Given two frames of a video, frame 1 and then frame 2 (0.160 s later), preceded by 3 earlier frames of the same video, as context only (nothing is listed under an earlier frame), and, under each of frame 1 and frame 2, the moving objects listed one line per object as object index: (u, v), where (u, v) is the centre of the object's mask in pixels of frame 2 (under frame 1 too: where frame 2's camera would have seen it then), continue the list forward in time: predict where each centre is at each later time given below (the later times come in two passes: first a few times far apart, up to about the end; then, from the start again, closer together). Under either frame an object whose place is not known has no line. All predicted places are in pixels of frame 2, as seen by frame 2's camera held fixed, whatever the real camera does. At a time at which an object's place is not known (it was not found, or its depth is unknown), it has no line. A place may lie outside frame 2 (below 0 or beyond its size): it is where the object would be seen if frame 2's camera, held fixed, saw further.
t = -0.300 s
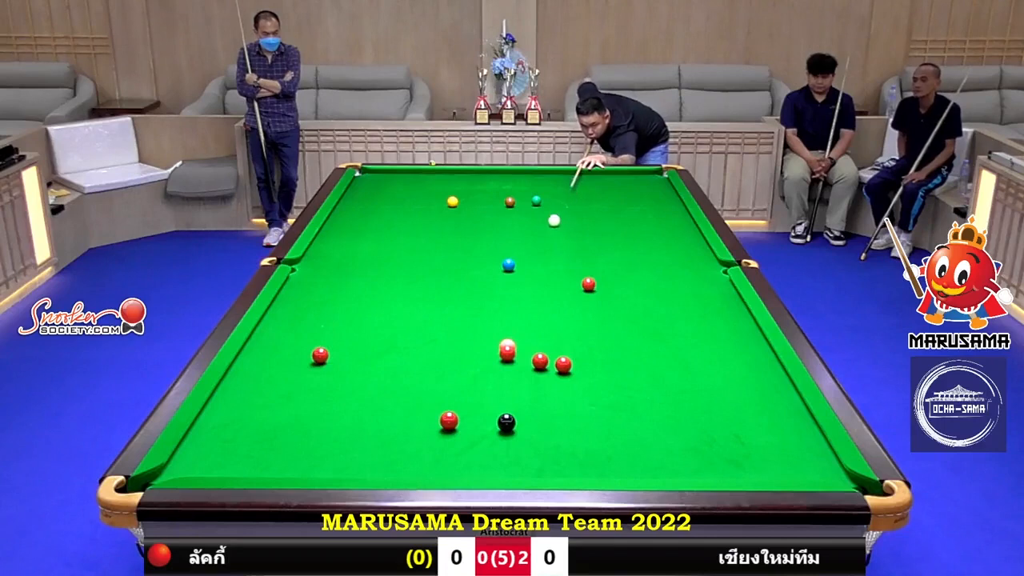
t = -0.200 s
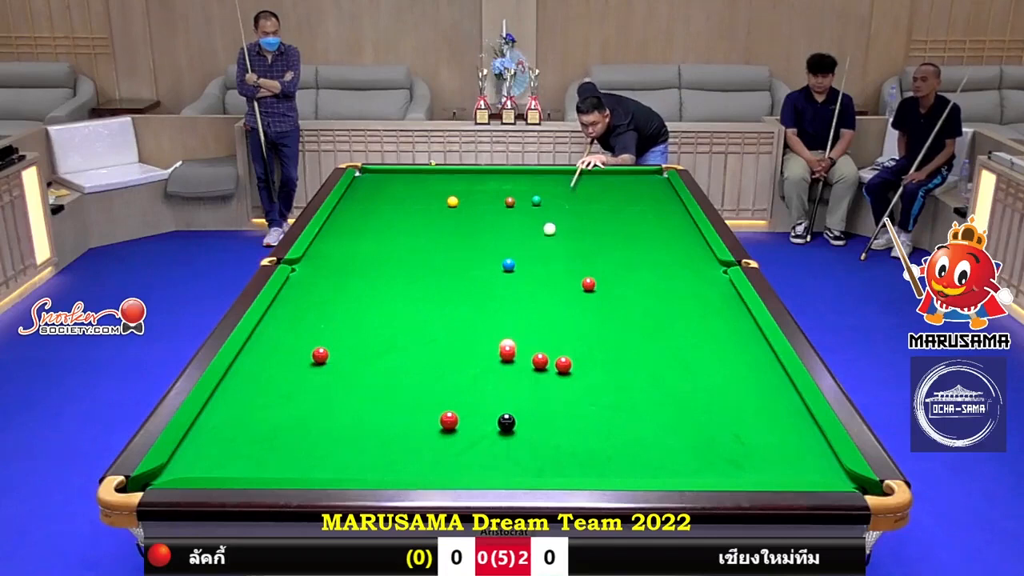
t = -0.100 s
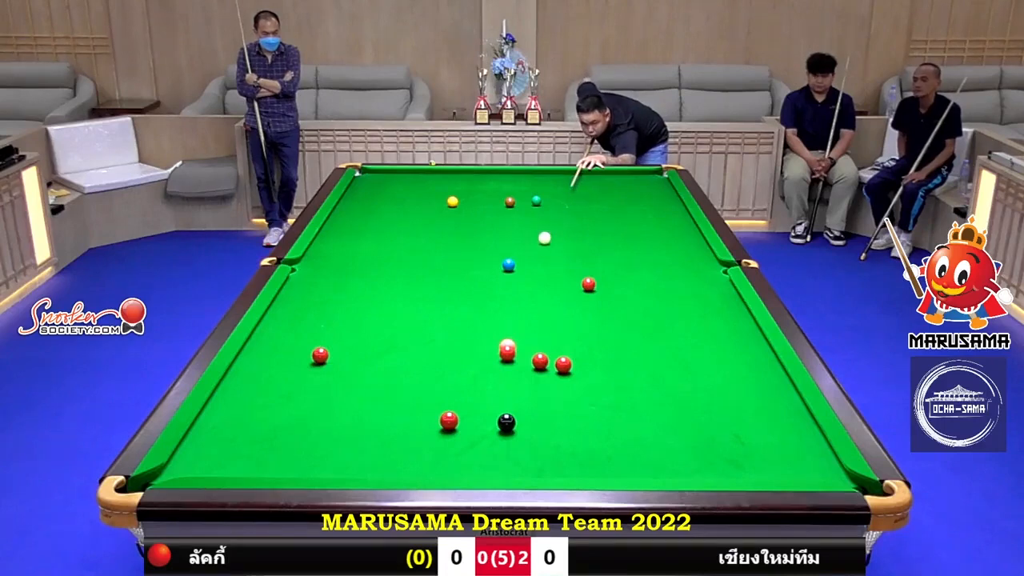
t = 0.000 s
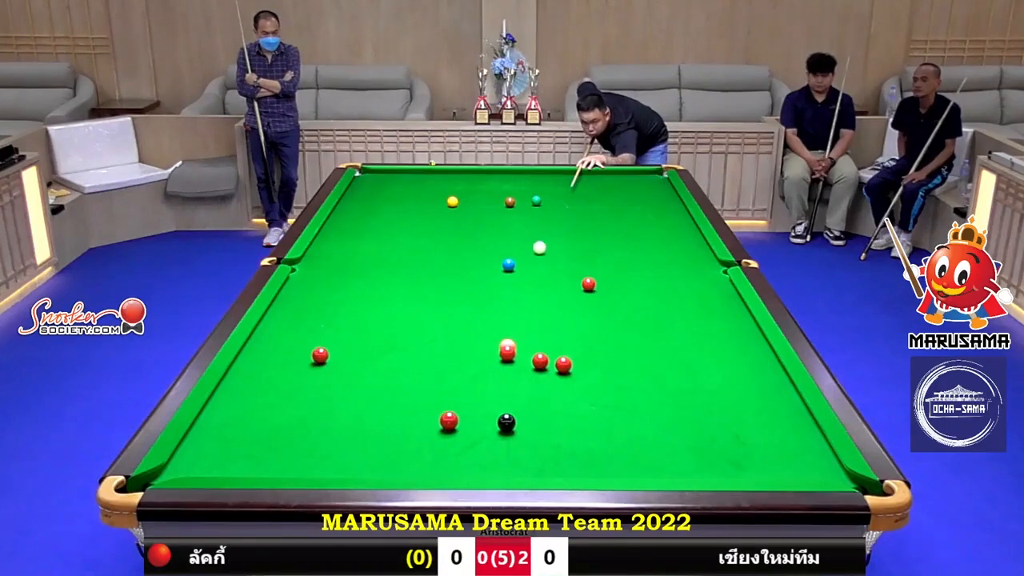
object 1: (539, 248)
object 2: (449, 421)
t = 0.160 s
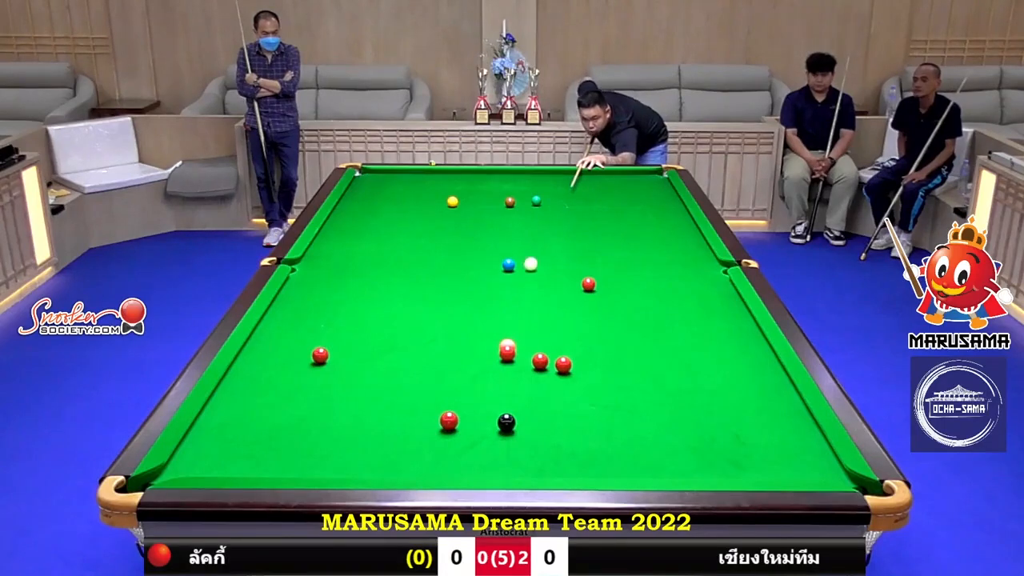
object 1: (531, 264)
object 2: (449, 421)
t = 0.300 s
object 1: (522, 280)
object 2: (449, 421)
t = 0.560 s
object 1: (504, 313)
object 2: (449, 421)
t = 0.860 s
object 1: (480, 358)
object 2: (449, 421)
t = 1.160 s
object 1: (451, 409)
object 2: (448, 422)
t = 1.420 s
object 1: (432, 422)
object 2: (438, 467)
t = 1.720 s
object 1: (411, 436)
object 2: (437, 451)
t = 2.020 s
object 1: (391, 450)
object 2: (438, 425)
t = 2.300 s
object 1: (373, 462)
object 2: (439, 403)
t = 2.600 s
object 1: (356, 471)
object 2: (440, 384)
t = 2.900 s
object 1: (349, 468)
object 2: (440, 368)
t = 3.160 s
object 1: (344, 464)
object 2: (441, 355)
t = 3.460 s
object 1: (341, 460)
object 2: (441, 343)
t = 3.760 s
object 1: (338, 457)
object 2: (442, 332)
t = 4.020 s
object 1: (337, 456)
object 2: (442, 324)
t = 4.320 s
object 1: (337, 456)
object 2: (443, 315)
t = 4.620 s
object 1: (337, 456)
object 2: (443, 308)
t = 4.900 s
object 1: (337, 456)
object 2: (443, 302)
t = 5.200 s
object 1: (337, 456)
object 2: (443, 297)
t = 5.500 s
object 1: (337, 456)
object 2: (443, 293)
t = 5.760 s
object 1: (337, 456)
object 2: (443, 290)
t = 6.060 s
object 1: (337, 456)
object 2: (443, 287)
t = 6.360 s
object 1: (337, 456)
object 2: (444, 285)
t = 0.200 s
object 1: (528, 268)
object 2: (449, 421)
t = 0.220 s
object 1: (527, 271)
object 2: (449, 421)
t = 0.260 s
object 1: (525, 275)
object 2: (449, 421)
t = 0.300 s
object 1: (522, 280)
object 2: (449, 421)
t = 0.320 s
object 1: (521, 282)
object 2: (449, 421)
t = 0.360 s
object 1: (518, 287)
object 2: (449, 421)
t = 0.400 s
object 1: (516, 292)
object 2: (449, 421)
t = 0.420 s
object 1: (514, 294)
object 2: (449, 421)
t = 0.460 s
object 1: (511, 300)
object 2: (449, 421)
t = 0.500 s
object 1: (509, 305)
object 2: (449, 421)
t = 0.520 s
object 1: (507, 307)
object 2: (449, 421)
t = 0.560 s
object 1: (504, 313)
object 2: (449, 421)
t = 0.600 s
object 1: (501, 318)
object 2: (449, 421)
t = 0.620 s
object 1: (499, 321)
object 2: (449, 421)
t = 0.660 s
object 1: (497, 327)
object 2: (449, 421)
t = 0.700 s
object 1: (493, 333)
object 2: (449, 421)
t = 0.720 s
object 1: (492, 336)
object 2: (449, 421)
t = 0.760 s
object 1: (488, 342)
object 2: (449, 421)
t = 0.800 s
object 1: (485, 348)
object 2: (449, 421)
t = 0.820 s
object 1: (484, 351)
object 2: (449, 421)
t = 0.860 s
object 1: (480, 358)
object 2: (449, 421)
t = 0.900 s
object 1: (476, 365)
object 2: (449, 421)
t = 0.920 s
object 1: (474, 368)
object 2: (449, 421)
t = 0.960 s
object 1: (471, 375)
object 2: (449, 421)
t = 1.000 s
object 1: (467, 382)
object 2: (449, 421)
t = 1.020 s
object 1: (465, 386)
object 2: (449, 421)
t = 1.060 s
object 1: (460, 393)
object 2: (449, 421)
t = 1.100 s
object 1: (456, 401)
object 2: (449, 421)
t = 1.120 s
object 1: (455, 404)
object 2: (449, 421)
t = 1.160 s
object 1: (451, 409)
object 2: (448, 422)
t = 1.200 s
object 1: (448, 411)
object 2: (447, 429)
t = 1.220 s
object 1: (446, 412)
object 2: (446, 433)
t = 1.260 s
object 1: (444, 414)
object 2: (444, 441)
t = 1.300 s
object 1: (441, 416)
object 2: (442, 449)
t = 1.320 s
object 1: (439, 417)
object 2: (441, 452)
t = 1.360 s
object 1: (437, 419)
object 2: (440, 459)
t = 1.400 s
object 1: (434, 421)
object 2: (439, 465)
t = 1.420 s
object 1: (432, 422)
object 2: (438, 467)
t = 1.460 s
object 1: (429, 424)
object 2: (436, 471)
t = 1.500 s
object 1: (427, 425)
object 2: (436, 471)
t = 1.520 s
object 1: (425, 427)
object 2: (436, 469)
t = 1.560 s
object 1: (422, 429)
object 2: (436, 466)
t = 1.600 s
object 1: (419, 430)
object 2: (437, 462)
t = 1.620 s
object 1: (418, 431)
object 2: (437, 461)
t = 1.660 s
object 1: (416, 433)
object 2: (437, 457)
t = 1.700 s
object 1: (413, 435)
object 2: (437, 453)
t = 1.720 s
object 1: (411, 436)
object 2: (437, 451)
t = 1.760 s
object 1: (409, 438)
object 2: (437, 447)
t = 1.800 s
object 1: (406, 439)
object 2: (438, 444)
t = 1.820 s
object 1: (404, 441)
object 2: (438, 441)
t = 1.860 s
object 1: (402, 442)
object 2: (438, 438)
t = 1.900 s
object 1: (399, 444)
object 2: (438, 435)
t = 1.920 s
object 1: (398, 445)
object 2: (438, 433)
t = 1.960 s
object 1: (395, 447)
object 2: (438, 430)
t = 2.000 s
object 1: (393, 449)
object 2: (438, 426)
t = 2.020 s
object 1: (391, 450)
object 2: (438, 425)
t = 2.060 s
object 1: (389, 451)
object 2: (438, 421)
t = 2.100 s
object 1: (386, 453)
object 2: (439, 418)
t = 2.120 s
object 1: (385, 454)
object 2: (439, 417)
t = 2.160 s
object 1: (382, 456)
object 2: (439, 414)
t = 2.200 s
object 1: (380, 458)
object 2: (439, 411)
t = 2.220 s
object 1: (379, 459)
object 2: (439, 409)
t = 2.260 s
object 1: (376, 460)
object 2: (439, 406)
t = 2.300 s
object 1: (373, 462)
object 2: (439, 403)
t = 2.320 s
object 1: (372, 463)
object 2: (439, 402)
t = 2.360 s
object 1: (370, 464)
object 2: (439, 399)
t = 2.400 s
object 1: (367, 466)
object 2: (439, 397)
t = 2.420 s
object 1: (366, 467)
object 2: (439, 396)
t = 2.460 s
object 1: (364, 468)
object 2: (439, 393)
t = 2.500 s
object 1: (361, 469)
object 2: (439, 391)
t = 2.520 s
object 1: (360, 469)
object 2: (439, 389)
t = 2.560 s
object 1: (358, 470)
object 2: (439, 387)
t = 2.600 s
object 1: (356, 471)
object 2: (440, 384)
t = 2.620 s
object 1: (355, 472)
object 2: (440, 383)
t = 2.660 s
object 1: (353, 472)
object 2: (440, 381)
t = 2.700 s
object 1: (353, 471)
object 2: (440, 379)
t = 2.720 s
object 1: (352, 471)
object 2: (440, 377)
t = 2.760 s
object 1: (351, 470)
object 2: (440, 375)
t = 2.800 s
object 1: (351, 470)
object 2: (440, 373)
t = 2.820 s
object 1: (350, 469)
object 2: (440, 372)
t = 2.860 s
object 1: (349, 469)
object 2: (440, 370)
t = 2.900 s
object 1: (349, 468)
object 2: (440, 368)
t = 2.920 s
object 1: (348, 468)
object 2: (440, 367)
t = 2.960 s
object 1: (347, 467)
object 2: (440, 365)
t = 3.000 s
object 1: (347, 467)
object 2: (440, 363)
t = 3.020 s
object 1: (346, 466)
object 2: (441, 362)
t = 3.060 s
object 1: (346, 466)
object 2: (440, 360)
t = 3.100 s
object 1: (345, 465)
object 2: (441, 358)
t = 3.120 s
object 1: (345, 465)
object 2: (441, 357)
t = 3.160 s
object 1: (344, 464)
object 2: (441, 355)
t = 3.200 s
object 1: (344, 464)
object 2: (441, 354)
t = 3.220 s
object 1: (343, 463)
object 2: (441, 353)
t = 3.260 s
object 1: (343, 463)
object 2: (441, 351)
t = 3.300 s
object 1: (342, 462)
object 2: (441, 349)
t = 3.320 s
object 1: (342, 462)
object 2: (441, 349)
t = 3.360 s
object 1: (342, 461)
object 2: (441, 347)
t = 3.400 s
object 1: (341, 461)
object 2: (441, 345)
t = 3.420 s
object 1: (341, 461)
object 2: (441, 344)
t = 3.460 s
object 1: (341, 460)
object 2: (441, 343)
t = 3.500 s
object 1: (341, 460)
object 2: (441, 341)
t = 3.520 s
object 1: (340, 459)
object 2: (441, 340)
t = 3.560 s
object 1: (340, 459)
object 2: (441, 339)
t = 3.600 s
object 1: (340, 458)
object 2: (441, 338)
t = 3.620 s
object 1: (340, 458)
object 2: (441, 337)
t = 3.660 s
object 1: (339, 458)
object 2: (441, 335)
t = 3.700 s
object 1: (339, 457)
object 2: (441, 334)
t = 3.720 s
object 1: (339, 457)
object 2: (441, 333)
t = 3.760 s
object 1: (338, 457)
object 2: (442, 332)
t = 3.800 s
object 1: (339, 457)
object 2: (442, 331)
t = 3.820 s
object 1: (338, 456)
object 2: (441, 330)
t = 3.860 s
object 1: (338, 456)
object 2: (442, 329)
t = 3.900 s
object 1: (338, 456)
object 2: (442, 327)
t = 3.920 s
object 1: (338, 456)
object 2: (442, 327)
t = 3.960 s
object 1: (338, 456)
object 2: (442, 326)
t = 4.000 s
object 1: (338, 456)
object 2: (442, 324)
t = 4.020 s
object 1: (337, 456)
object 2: (442, 324)
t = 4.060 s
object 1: (337, 456)
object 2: (442, 322)
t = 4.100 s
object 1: (337, 456)
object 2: (442, 321)
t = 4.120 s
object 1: (337, 456)
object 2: (442, 320)
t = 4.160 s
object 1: (337, 455)
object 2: (442, 319)
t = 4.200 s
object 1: (337, 456)
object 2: (442, 318)
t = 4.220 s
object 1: (337, 455)
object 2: (442, 318)
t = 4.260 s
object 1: (337, 455)
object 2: (442, 317)
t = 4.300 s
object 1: (337, 456)
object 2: (442, 316)
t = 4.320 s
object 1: (337, 456)
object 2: (443, 315)
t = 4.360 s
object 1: (337, 456)
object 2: (442, 314)
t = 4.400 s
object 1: (337, 456)
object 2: (442, 313)
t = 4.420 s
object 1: (337, 456)
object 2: (442, 313)
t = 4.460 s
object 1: (337, 456)
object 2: (443, 312)
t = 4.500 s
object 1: (337, 456)
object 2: (443, 310)
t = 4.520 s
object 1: (337, 456)
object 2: (443, 310)
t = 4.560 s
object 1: (337, 456)
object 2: (443, 309)
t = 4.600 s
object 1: (337, 456)
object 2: (443, 308)
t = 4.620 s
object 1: (337, 456)
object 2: (443, 308)
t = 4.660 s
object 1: (337, 456)
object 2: (443, 307)
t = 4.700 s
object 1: (337, 456)
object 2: (443, 306)
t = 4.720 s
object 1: (337, 456)
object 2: (443, 306)
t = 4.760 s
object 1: (337, 456)
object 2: (443, 305)
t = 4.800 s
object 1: (337, 456)
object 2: (443, 304)
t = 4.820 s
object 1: (337, 456)
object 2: (443, 304)
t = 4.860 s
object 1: (337, 456)
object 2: (443, 303)
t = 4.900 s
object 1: (337, 456)
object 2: (443, 302)
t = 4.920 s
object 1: (337, 456)
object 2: (443, 302)
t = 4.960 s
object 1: (337, 456)
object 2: (443, 301)
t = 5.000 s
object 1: (337, 456)
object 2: (443, 300)
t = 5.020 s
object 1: (337, 456)
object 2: (443, 300)
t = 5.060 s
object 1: (337, 456)
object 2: (443, 299)
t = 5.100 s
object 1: (337, 456)
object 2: (443, 299)
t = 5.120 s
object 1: (337, 456)
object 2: (443, 298)
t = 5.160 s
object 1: (337, 456)
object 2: (443, 298)
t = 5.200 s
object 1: (337, 456)
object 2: (443, 297)
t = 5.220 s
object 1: (337, 456)
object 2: (443, 297)
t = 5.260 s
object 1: (337, 456)
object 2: (443, 296)
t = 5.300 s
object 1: (337, 456)
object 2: (443, 296)
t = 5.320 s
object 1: (337, 456)
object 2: (443, 295)
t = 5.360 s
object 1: (337, 456)
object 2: (443, 295)
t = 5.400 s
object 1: (337, 456)
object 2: (443, 294)
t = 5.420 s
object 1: (337, 456)
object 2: (443, 294)
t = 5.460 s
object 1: (337, 456)
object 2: (443, 293)
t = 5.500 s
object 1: (337, 456)
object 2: (443, 293)
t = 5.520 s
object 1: (337, 456)
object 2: (443, 292)
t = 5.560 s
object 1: (337, 456)
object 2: (443, 292)
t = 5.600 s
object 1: (337, 456)
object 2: (443, 291)
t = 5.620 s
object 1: (337, 456)
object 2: (443, 291)
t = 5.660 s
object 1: (337, 456)
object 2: (443, 291)
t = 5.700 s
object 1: (337, 456)
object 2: (443, 290)
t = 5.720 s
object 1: (337, 456)
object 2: (443, 290)
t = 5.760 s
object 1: (337, 456)
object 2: (443, 290)
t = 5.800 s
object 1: (337, 456)
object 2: (443, 289)
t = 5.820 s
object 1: (337, 456)
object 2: (443, 289)
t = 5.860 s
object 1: (337, 456)
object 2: (443, 289)
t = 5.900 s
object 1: (337, 456)
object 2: (443, 288)
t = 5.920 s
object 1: (337, 456)
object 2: (443, 288)
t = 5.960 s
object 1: (337, 456)
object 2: (443, 288)
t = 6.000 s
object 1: (337, 456)
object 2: (443, 287)
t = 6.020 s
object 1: (337, 456)
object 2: (443, 287)
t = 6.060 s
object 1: (337, 456)
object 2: (443, 287)
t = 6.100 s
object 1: (337, 456)
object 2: (443, 287)
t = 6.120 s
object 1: (337, 456)
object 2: (443, 286)
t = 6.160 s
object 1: (337, 456)
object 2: (443, 286)
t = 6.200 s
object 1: (337, 456)
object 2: (444, 286)
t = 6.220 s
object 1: (337, 456)
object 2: (444, 286)
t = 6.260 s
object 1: (337, 456)
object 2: (444, 286)
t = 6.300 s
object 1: (337, 456)
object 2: (444, 285)
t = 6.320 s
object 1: (337, 456)
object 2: (444, 285)
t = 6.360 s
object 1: (337, 456)
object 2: (444, 285)
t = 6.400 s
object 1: (337, 456)
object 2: (444, 285)
